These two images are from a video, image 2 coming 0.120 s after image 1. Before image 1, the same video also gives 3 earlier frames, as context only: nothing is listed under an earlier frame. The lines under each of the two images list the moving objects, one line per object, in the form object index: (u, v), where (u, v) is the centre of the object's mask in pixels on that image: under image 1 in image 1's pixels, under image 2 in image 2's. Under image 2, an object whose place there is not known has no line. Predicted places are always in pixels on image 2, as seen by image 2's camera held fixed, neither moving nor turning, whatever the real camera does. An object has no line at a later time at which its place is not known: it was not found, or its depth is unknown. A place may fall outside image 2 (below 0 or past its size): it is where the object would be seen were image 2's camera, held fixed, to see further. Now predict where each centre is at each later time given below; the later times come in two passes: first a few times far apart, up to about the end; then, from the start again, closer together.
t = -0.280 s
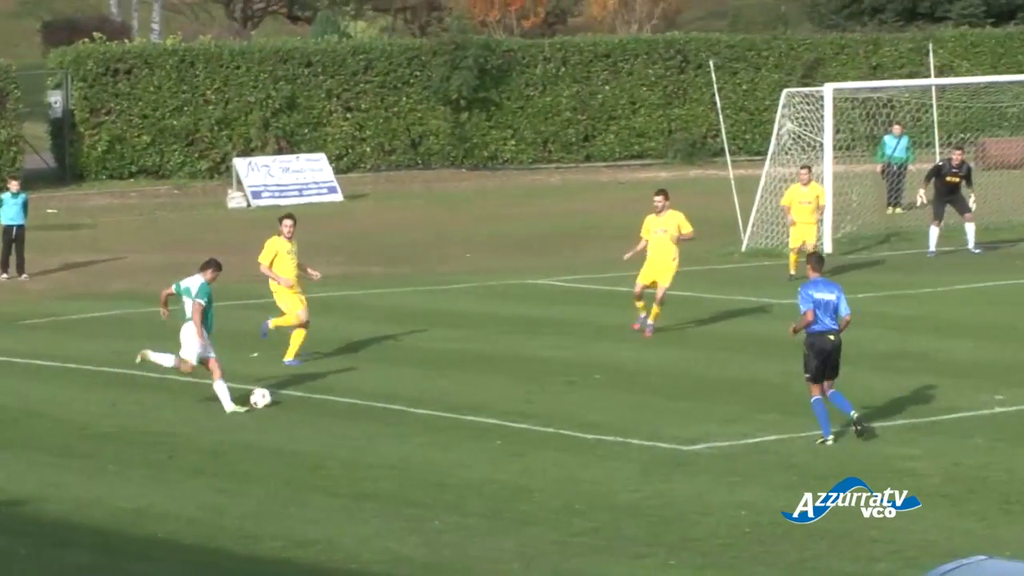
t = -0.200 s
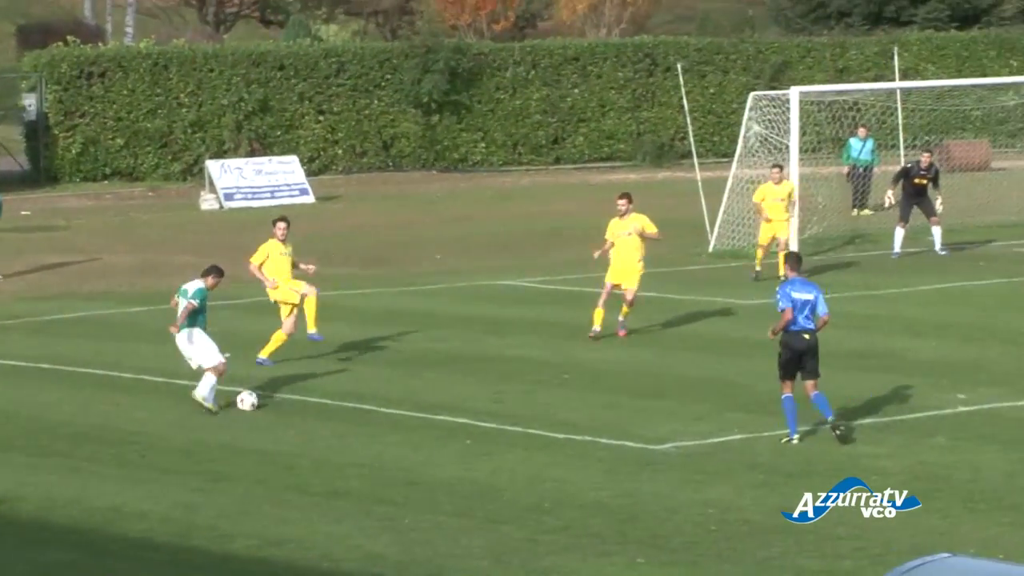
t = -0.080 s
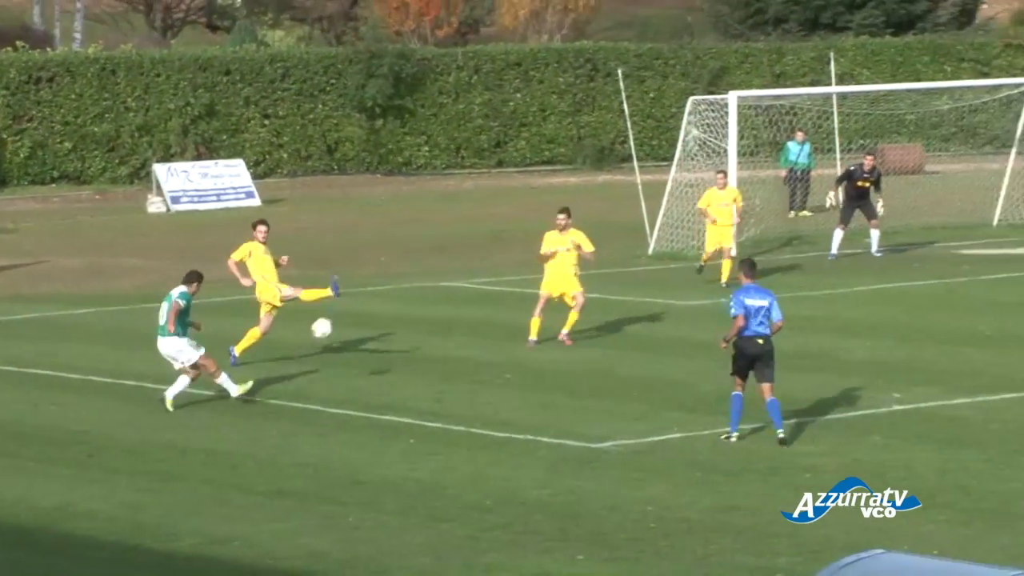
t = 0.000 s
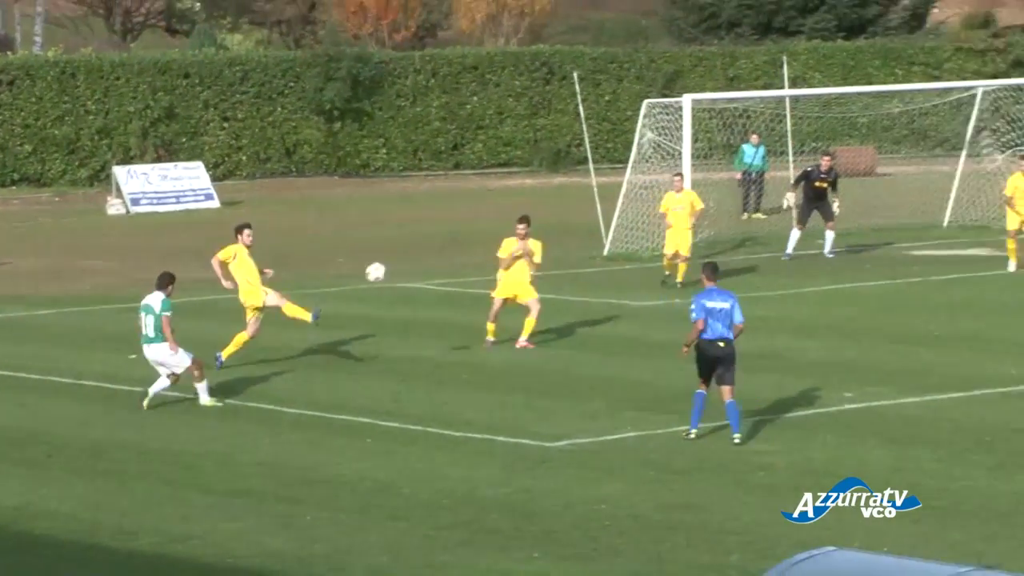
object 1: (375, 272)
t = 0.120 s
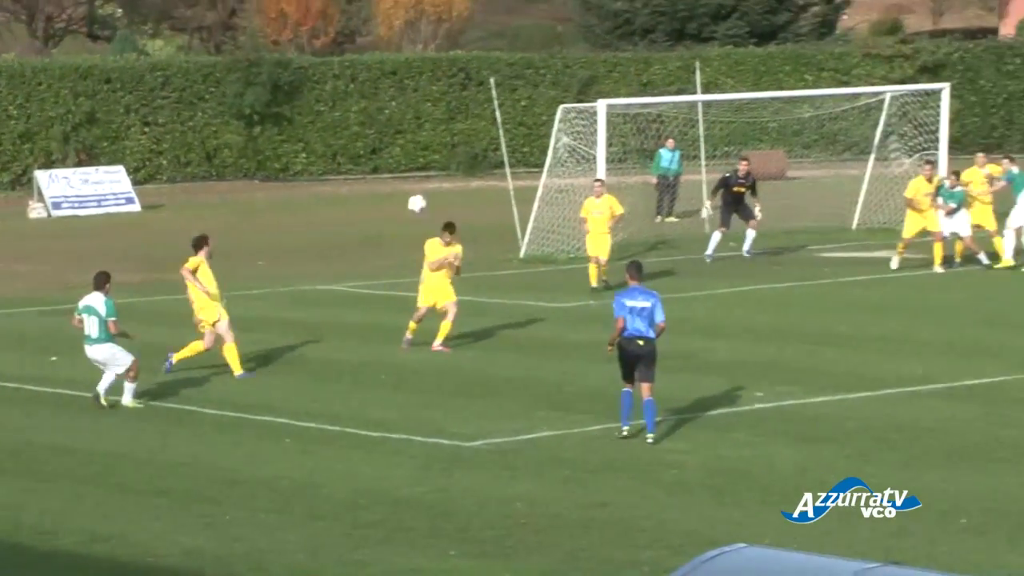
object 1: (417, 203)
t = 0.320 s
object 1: (575, 115)
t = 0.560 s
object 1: (710, 53)
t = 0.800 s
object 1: (799, 26)
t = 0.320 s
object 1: (575, 115)
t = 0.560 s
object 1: (710, 53)
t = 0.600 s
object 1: (727, 46)
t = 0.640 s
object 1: (744, 41)
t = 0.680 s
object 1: (759, 36)
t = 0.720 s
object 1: (774, 32)
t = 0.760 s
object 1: (787, 29)
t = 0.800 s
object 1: (799, 26)
